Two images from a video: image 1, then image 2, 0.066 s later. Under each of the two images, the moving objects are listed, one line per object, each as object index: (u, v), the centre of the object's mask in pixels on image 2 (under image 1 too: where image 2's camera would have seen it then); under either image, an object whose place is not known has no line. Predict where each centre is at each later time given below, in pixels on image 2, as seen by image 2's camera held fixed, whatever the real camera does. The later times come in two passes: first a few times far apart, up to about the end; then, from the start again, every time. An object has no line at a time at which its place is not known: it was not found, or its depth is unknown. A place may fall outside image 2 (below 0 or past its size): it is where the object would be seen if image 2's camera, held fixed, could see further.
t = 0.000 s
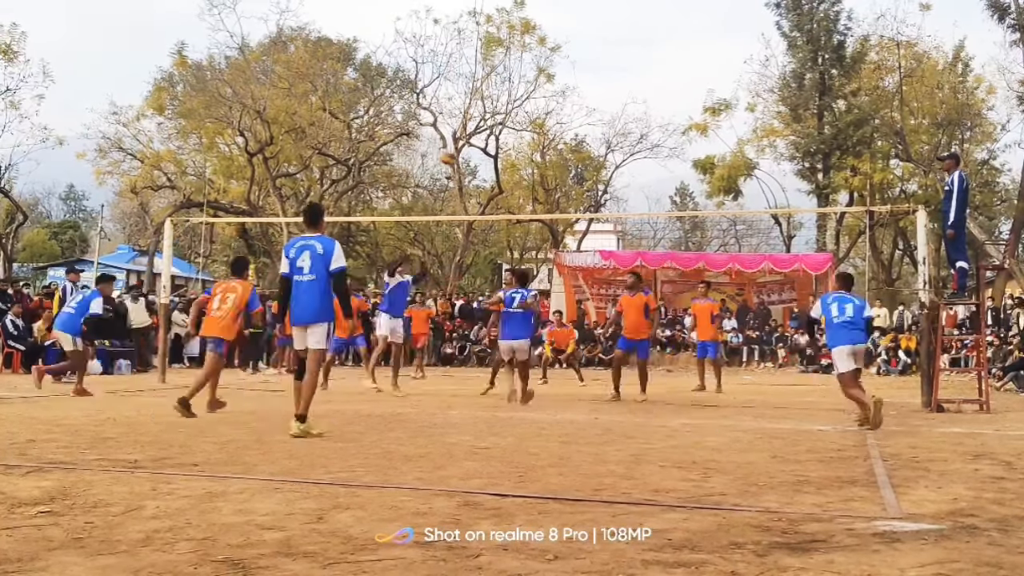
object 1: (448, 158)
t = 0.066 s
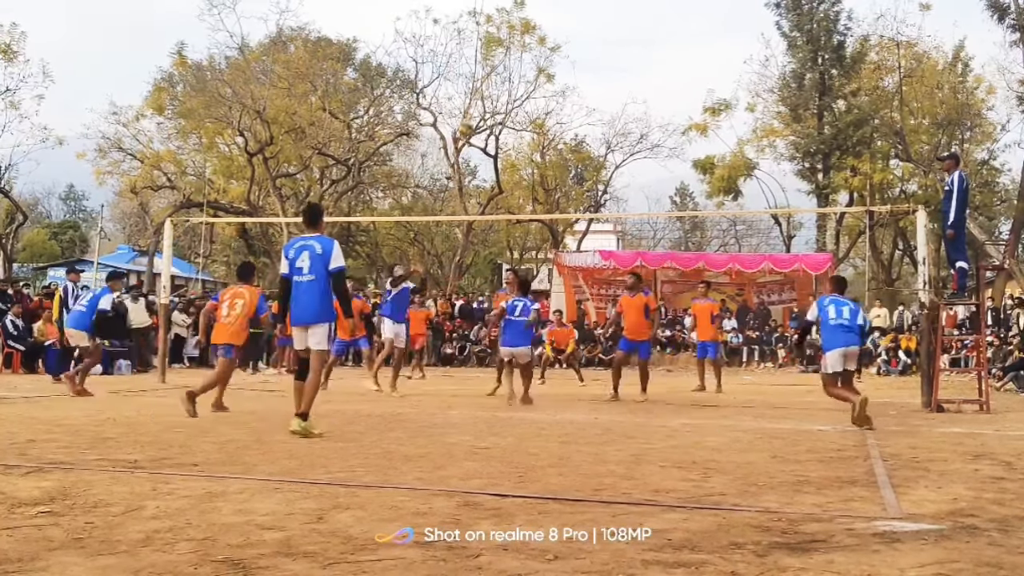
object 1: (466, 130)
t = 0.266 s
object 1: (517, 60)
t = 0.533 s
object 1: (587, 17)
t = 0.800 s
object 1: (658, 33)
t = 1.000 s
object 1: (714, 87)
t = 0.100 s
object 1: (474, 115)
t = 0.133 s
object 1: (482, 102)
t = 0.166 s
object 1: (491, 90)
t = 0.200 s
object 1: (500, 79)
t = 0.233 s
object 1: (508, 69)
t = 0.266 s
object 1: (517, 60)
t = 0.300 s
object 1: (525, 52)
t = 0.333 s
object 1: (533, 44)
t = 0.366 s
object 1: (543, 37)
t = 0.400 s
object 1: (551, 31)
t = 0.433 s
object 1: (560, 26)
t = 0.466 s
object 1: (569, 22)
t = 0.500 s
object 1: (578, 19)
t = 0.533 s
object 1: (587, 17)
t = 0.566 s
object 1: (595, 15)
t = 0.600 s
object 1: (605, 15)
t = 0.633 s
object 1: (613, 16)
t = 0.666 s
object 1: (622, 17)
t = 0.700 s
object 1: (631, 20)
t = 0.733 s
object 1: (640, 23)
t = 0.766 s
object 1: (649, 28)
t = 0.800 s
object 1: (658, 33)
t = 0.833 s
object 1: (668, 39)
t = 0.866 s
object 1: (677, 47)
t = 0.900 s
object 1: (686, 55)
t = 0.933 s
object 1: (695, 64)
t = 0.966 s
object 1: (704, 75)
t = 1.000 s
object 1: (714, 87)
